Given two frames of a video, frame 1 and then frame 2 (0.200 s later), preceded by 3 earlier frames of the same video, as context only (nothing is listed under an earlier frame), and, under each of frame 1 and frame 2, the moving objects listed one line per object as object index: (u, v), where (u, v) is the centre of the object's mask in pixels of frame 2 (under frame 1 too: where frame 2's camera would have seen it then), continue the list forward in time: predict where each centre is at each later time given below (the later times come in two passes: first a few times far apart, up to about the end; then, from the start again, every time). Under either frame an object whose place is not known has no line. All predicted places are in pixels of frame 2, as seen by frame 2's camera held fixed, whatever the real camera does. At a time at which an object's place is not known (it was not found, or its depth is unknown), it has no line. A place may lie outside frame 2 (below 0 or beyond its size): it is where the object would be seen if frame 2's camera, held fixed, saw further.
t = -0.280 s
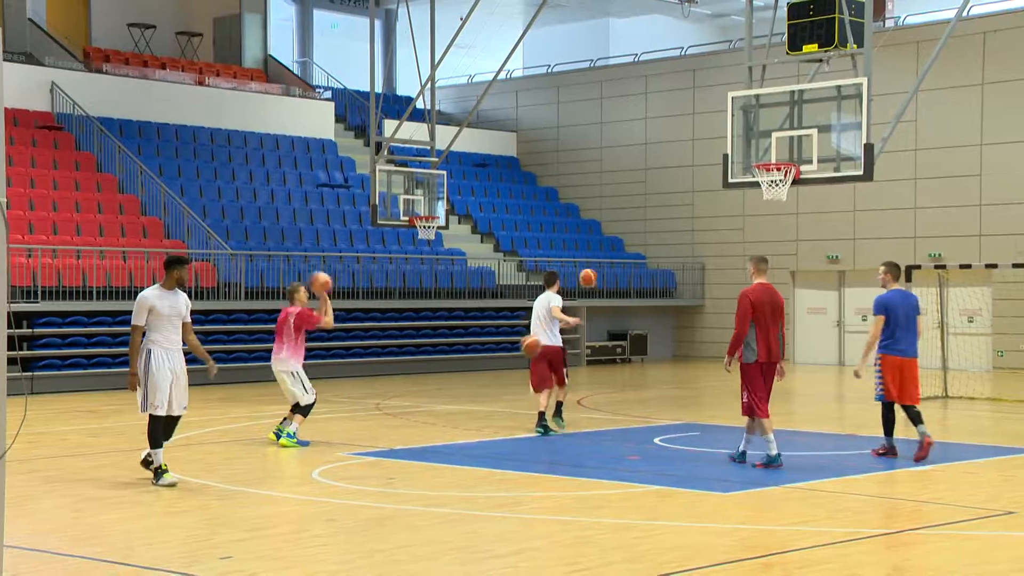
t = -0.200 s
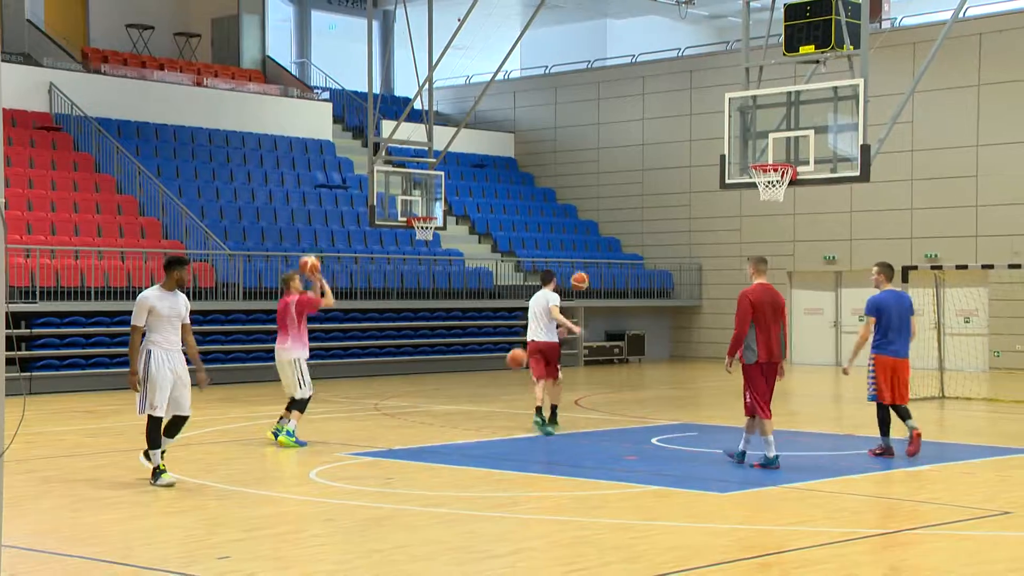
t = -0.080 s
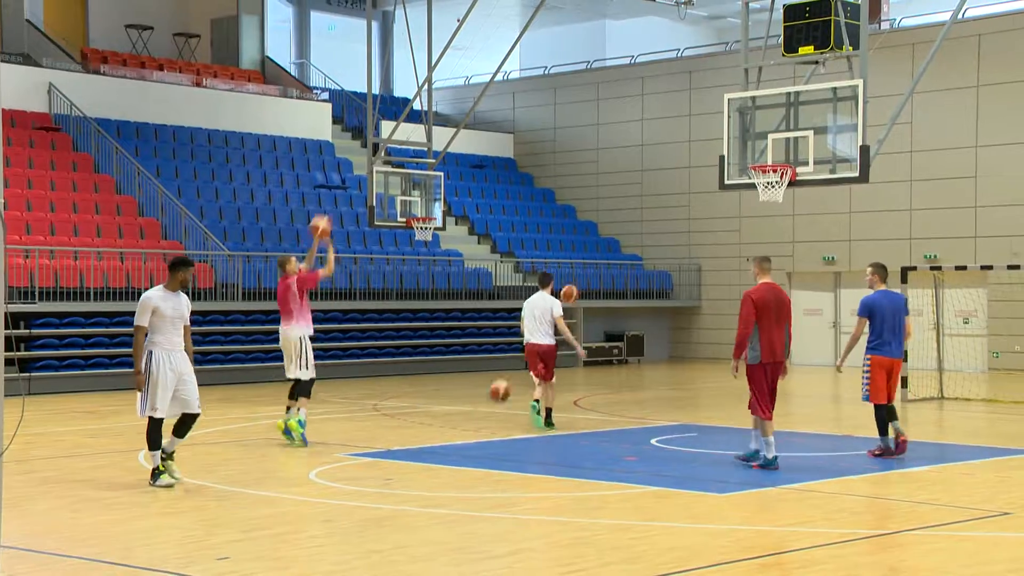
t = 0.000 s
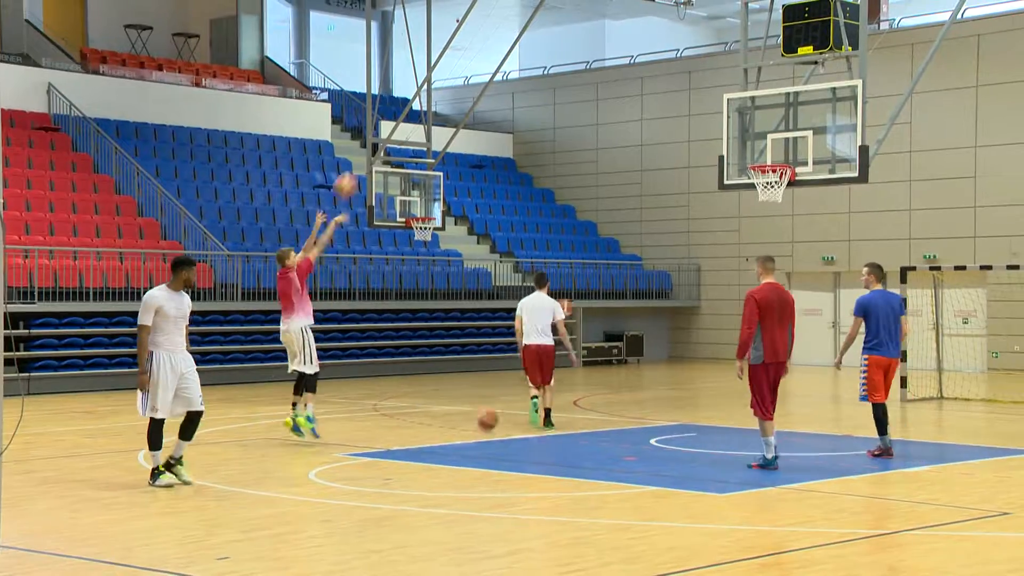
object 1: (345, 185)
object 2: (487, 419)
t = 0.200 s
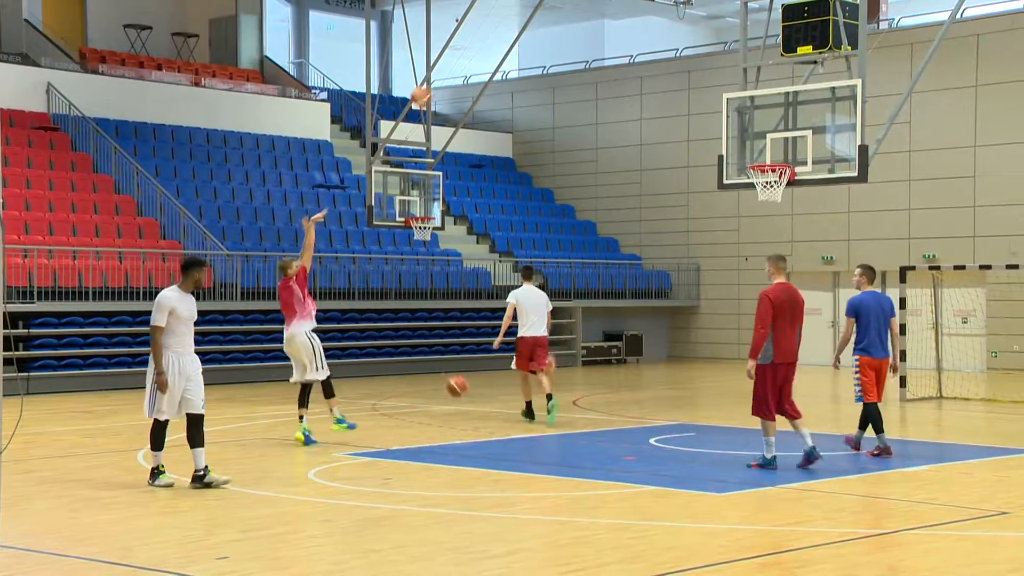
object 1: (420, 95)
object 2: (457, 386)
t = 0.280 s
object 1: (449, 72)
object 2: (446, 374)
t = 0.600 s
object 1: (567, 26)
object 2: (399, 378)
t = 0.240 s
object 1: (434, 85)
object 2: (451, 379)
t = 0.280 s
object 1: (449, 72)
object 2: (446, 374)
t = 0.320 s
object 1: (464, 62)
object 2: (440, 369)
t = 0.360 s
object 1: (479, 53)
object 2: (434, 366)
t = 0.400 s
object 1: (494, 45)
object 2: (428, 366)
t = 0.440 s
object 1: (509, 38)
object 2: (422, 365)
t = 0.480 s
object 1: (523, 33)
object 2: (417, 366)
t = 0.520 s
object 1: (538, 28)
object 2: (411, 369)
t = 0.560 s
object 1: (552, 27)
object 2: (405, 373)
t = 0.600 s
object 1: (567, 26)
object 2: (399, 378)
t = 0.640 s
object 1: (581, 27)
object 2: (394, 385)
